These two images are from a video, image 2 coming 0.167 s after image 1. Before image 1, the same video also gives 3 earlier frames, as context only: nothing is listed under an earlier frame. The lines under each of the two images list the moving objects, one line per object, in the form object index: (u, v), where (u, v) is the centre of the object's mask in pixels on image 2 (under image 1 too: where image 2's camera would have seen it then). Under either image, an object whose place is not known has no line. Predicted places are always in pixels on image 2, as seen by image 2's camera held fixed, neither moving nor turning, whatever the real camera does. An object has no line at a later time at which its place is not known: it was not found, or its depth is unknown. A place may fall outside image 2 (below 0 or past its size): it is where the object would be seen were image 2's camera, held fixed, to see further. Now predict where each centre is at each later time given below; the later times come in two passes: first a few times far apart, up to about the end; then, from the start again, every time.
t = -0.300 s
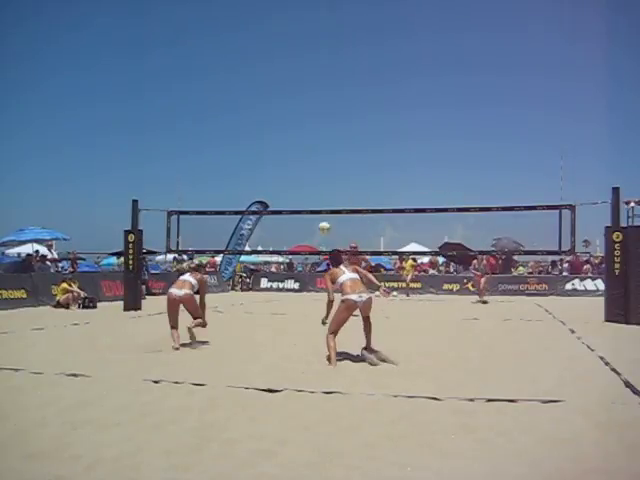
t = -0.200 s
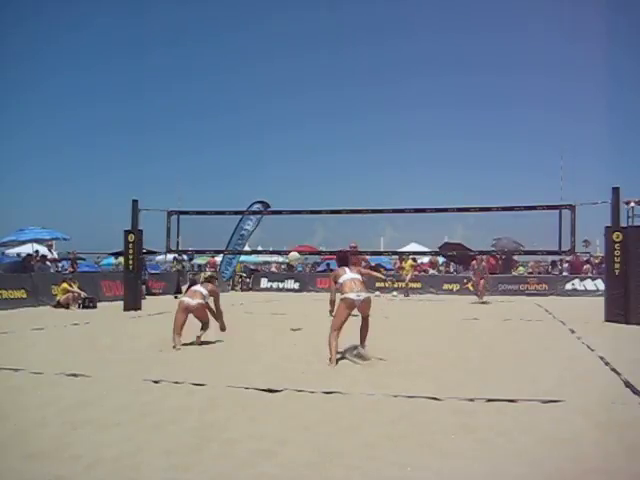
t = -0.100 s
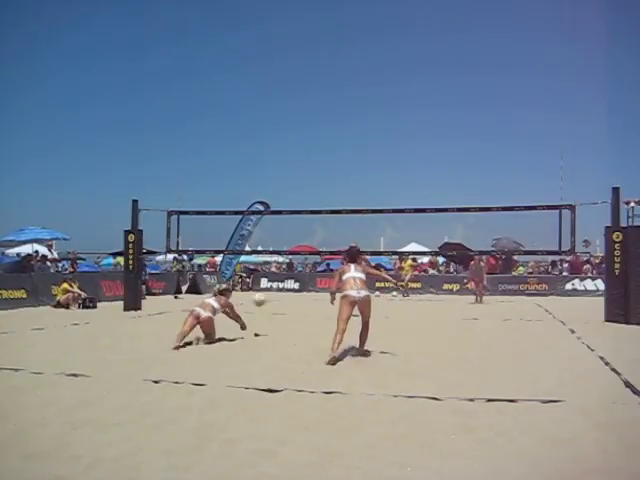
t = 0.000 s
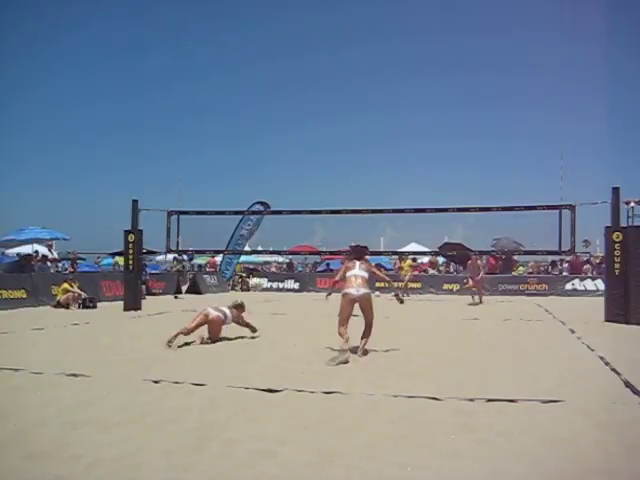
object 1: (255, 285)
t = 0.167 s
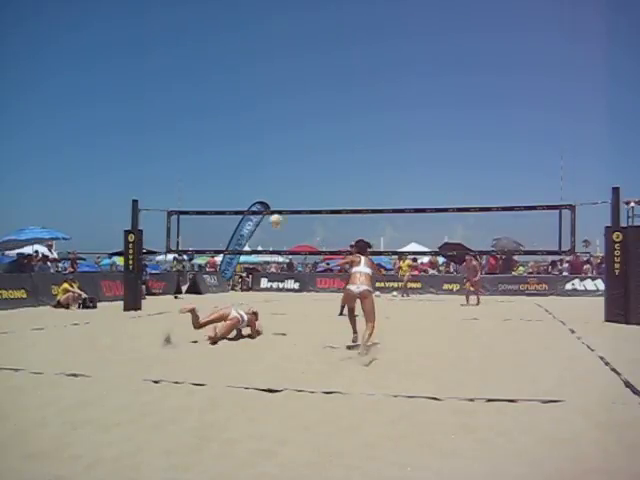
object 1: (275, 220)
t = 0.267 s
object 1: (287, 193)
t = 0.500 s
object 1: (314, 151)
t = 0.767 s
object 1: (344, 148)
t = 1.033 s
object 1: (375, 188)
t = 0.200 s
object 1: (279, 210)
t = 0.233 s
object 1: (283, 201)
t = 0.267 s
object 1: (287, 193)
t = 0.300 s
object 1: (291, 184)
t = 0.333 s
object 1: (295, 177)
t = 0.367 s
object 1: (298, 171)
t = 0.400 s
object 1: (302, 165)
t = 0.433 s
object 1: (306, 160)
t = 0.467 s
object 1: (310, 156)
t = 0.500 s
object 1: (314, 151)
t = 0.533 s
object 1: (318, 149)
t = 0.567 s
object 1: (322, 146)
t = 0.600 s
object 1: (324, 145)
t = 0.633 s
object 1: (328, 144)
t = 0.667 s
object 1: (333, 144)
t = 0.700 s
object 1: (336, 144)
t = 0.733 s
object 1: (340, 146)
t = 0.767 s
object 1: (344, 148)
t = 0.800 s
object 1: (348, 151)
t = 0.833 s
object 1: (352, 154)
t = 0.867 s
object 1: (355, 158)
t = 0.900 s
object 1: (359, 162)
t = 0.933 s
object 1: (363, 168)
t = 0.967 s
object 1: (367, 174)
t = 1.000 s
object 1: (371, 181)
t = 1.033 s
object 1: (375, 188)
